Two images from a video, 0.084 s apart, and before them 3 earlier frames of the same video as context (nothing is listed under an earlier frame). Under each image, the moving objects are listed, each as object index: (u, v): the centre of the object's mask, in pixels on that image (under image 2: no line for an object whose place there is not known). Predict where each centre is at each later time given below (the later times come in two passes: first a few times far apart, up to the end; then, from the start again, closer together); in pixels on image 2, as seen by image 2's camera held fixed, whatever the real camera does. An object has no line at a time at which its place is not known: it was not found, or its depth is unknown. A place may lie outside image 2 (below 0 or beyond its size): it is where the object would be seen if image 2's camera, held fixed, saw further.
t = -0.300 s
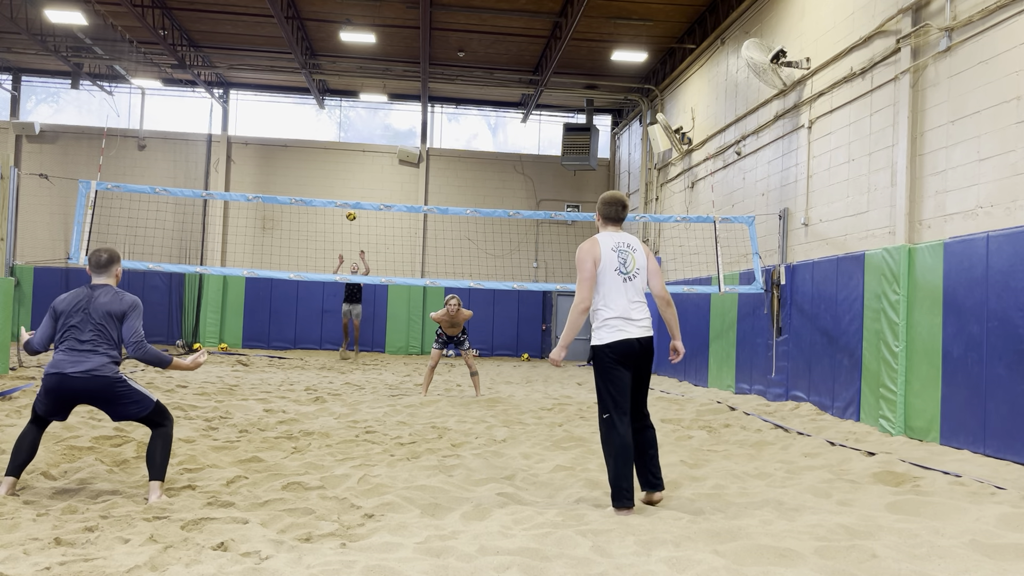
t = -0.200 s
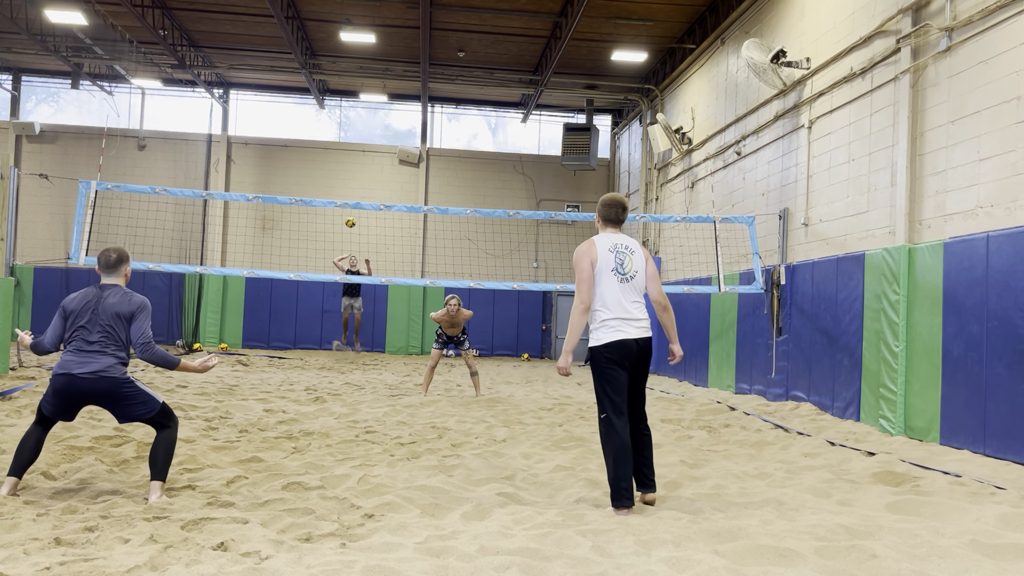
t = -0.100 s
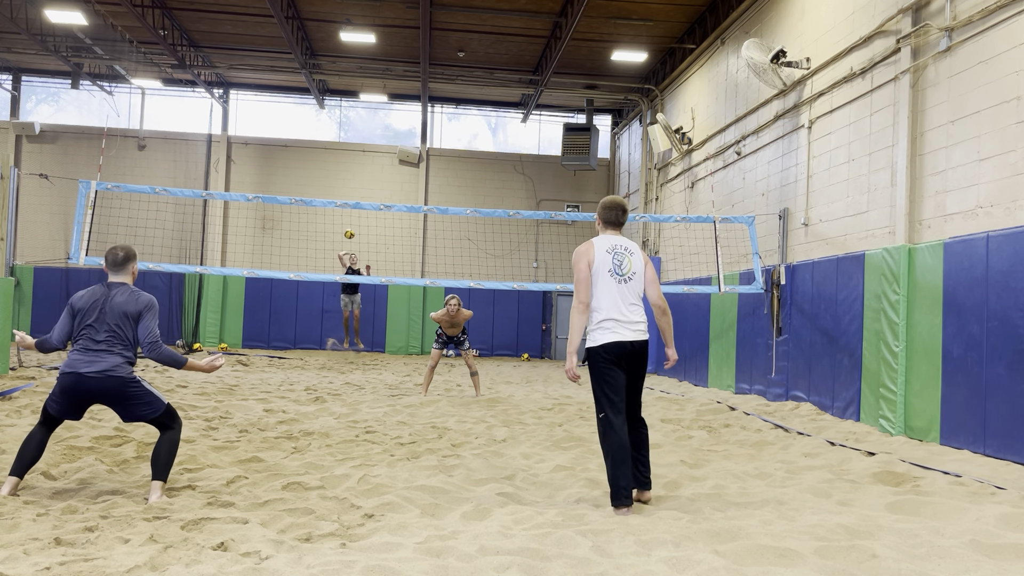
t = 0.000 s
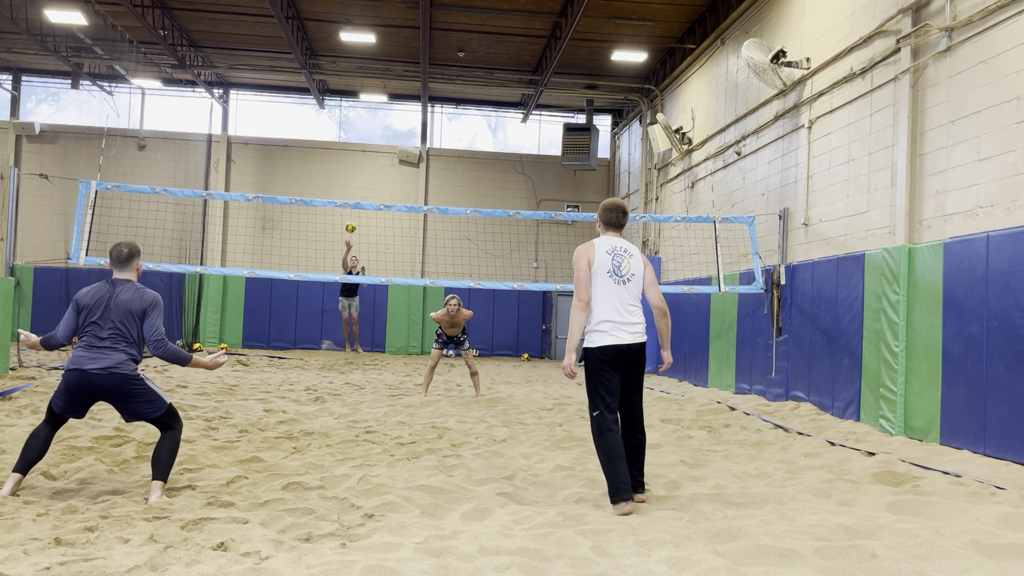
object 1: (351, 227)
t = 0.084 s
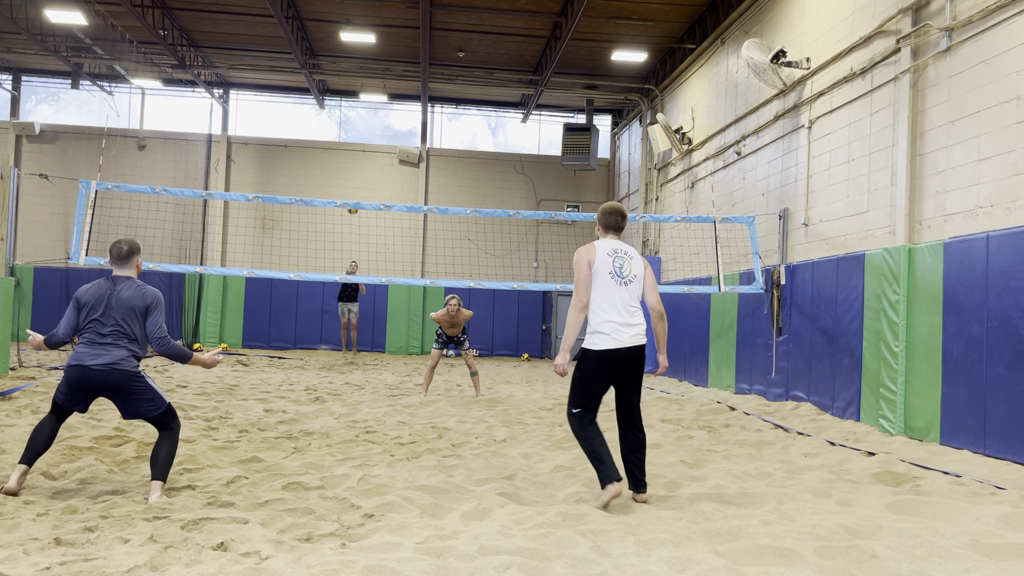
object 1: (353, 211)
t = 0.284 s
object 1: (357, 169)
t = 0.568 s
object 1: (364, 138)
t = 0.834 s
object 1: (359, 171)
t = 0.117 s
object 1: (353, 198)
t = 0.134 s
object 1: (353, 196)
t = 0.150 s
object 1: (354, 194)
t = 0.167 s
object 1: (354, 191)
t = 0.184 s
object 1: (354, 187)
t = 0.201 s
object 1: (355, 184)
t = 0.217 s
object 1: (355, 181)
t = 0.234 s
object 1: (355, 178)
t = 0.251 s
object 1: (356, 175)
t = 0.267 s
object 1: (356, 172)
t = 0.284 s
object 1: (357, 169)
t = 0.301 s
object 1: (357, 166)
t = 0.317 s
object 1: (358, 164)
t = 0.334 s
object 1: (358, 161)
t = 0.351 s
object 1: (359, 158)
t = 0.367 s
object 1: (359, 156)
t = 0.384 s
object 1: (360, 154)
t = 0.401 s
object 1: (360, 151)
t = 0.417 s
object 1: (361, 150)
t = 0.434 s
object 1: (361, 148)
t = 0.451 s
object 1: (362, 146)
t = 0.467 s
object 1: (362, 144)
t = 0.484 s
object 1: (363, 143)
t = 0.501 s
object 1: (363, 141)
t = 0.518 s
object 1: (363, 140)
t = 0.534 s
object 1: (364, 139)
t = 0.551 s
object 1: (364, 138)
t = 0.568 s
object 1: (364, 138)
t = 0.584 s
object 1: (364, 137)
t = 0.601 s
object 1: (364, 137)
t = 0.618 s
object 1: (364, 137)
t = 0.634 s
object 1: (364, 138)
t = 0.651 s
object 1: (364, 139)
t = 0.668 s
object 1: (364, 140)
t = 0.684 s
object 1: (364, 141)
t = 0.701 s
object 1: (364, 143)
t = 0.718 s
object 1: (363, 145)
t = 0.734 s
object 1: (363, 148)
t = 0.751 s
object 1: (362, 151)
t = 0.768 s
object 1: (362, 154)
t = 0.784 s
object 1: (361, 157)
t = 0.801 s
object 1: (361, 161)
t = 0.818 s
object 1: (360, 166)
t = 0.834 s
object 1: (359, 171)
